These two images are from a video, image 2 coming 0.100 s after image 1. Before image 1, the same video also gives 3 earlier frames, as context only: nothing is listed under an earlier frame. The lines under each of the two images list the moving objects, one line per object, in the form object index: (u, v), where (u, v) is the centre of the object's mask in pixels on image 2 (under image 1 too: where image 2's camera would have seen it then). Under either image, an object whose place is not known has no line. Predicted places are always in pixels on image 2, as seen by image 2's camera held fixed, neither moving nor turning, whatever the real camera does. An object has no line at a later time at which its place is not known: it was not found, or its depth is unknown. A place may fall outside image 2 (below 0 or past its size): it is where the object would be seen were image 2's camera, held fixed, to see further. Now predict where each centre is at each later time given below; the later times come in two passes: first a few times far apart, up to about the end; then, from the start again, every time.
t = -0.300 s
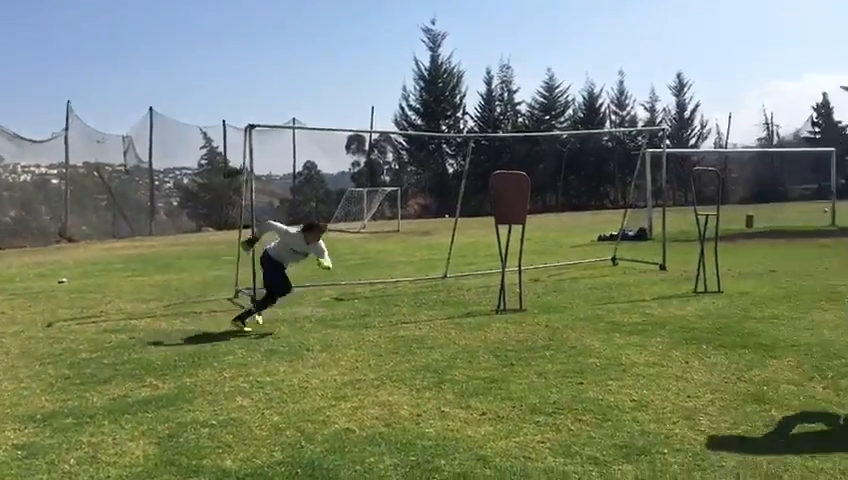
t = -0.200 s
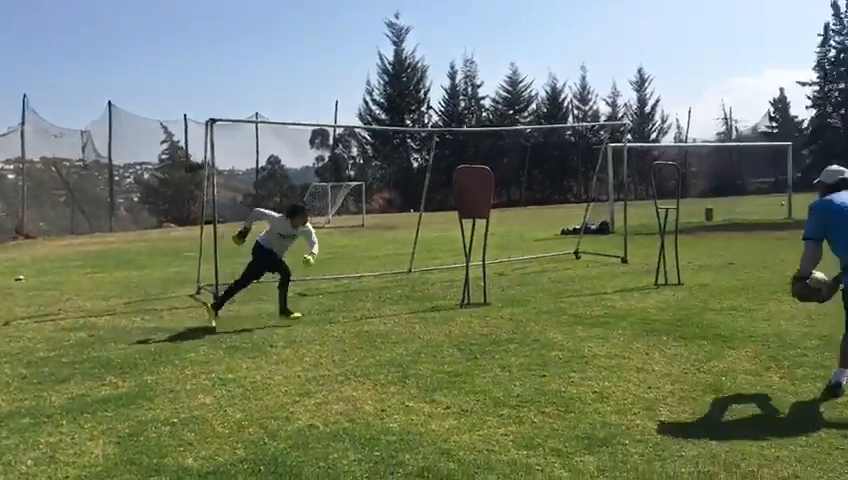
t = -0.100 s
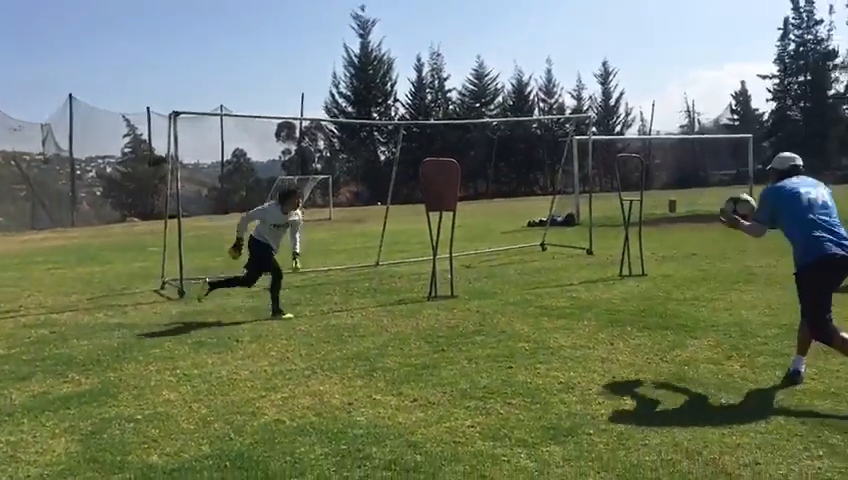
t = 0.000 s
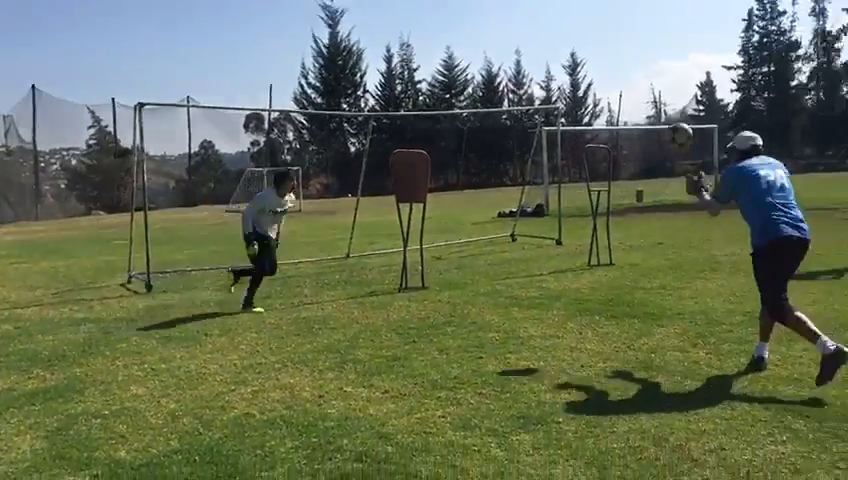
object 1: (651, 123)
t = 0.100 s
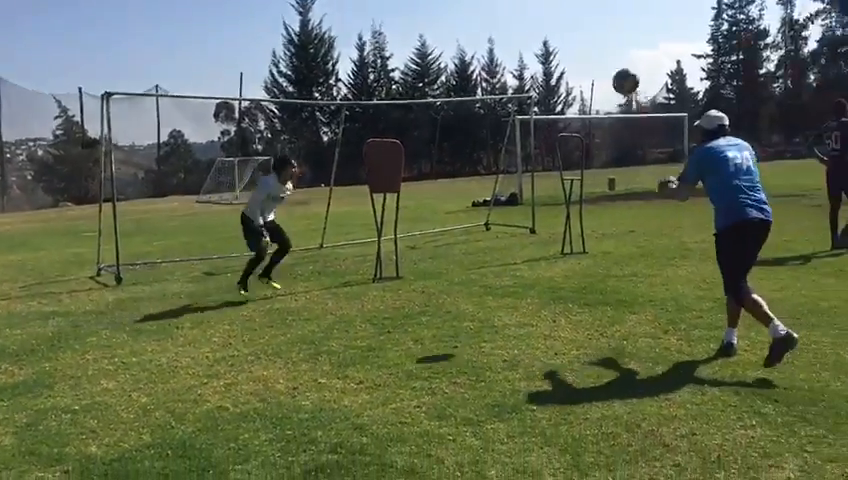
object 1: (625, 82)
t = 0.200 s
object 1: (605, 53)
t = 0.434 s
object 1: (566, 34)
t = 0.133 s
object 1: (618, 70)
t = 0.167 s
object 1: (610, 61)
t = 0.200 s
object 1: (605, 53)
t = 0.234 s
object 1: (598, 46)
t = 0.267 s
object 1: (592, 41)
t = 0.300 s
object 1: (586, 37)
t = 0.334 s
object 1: (581, 35)
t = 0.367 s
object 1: (576, 33)
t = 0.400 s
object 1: (570, 33)
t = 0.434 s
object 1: (566, 34)
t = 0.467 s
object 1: (561, 36)
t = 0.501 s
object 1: (556, 39)
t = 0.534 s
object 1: (552, 44)
